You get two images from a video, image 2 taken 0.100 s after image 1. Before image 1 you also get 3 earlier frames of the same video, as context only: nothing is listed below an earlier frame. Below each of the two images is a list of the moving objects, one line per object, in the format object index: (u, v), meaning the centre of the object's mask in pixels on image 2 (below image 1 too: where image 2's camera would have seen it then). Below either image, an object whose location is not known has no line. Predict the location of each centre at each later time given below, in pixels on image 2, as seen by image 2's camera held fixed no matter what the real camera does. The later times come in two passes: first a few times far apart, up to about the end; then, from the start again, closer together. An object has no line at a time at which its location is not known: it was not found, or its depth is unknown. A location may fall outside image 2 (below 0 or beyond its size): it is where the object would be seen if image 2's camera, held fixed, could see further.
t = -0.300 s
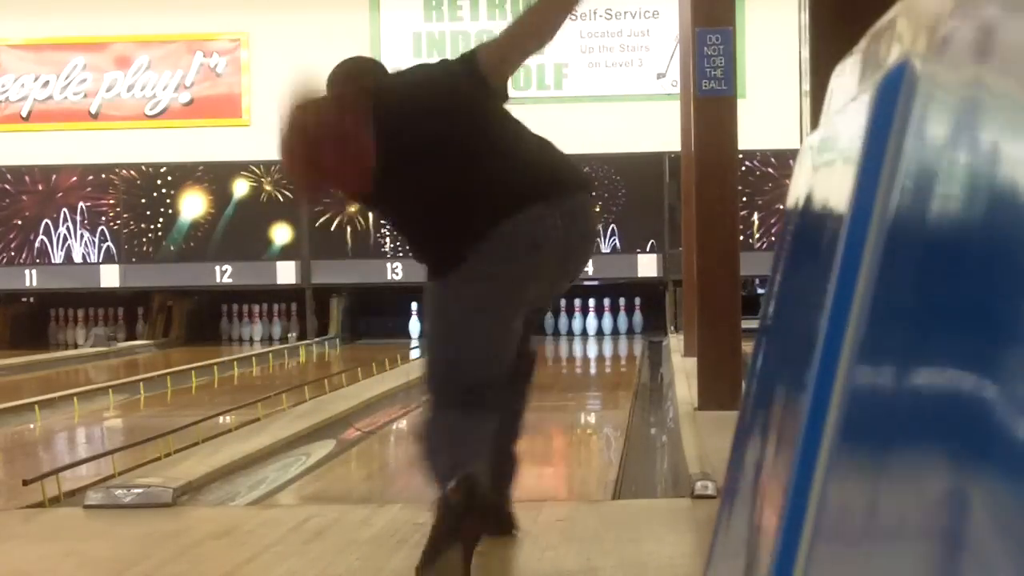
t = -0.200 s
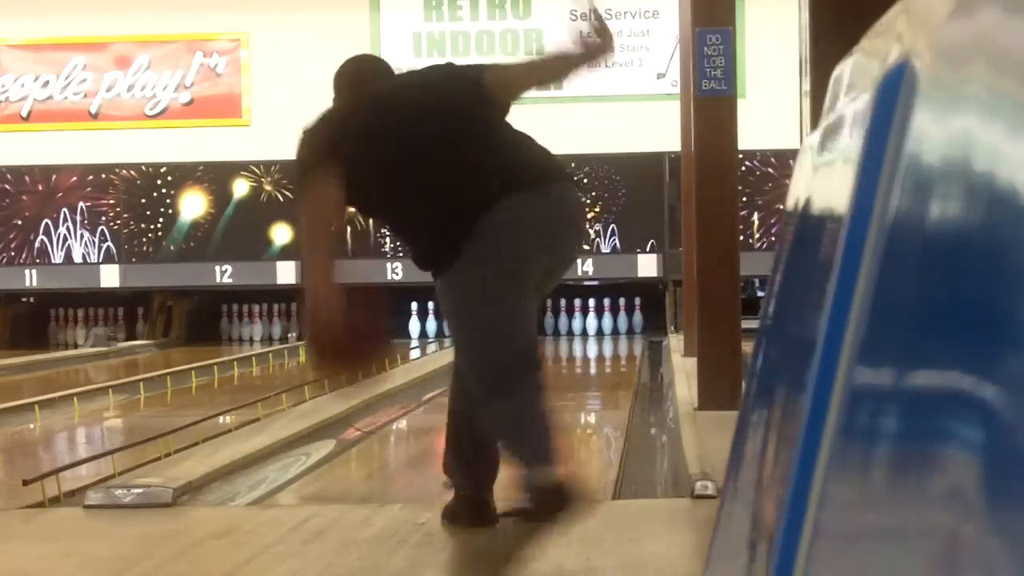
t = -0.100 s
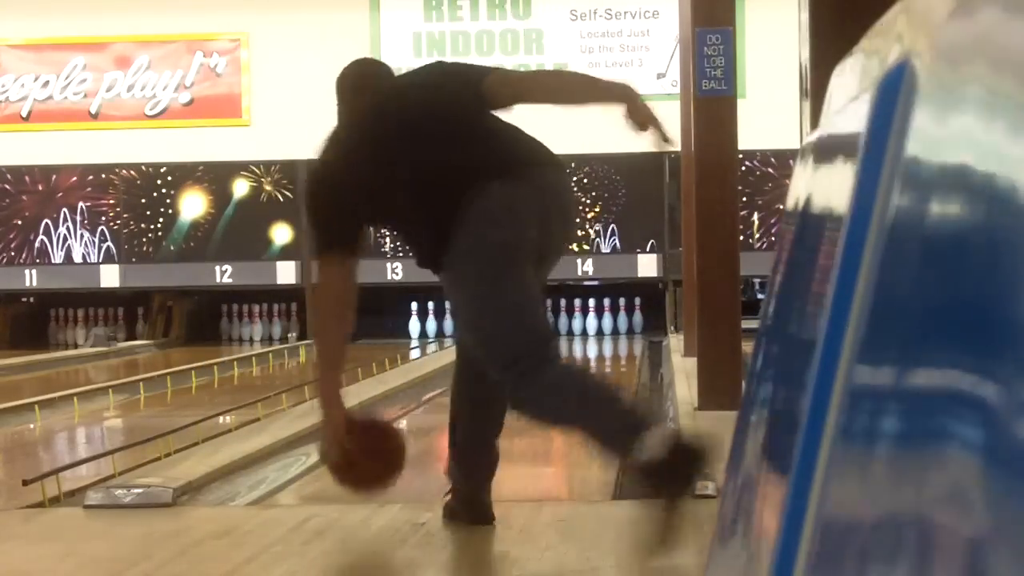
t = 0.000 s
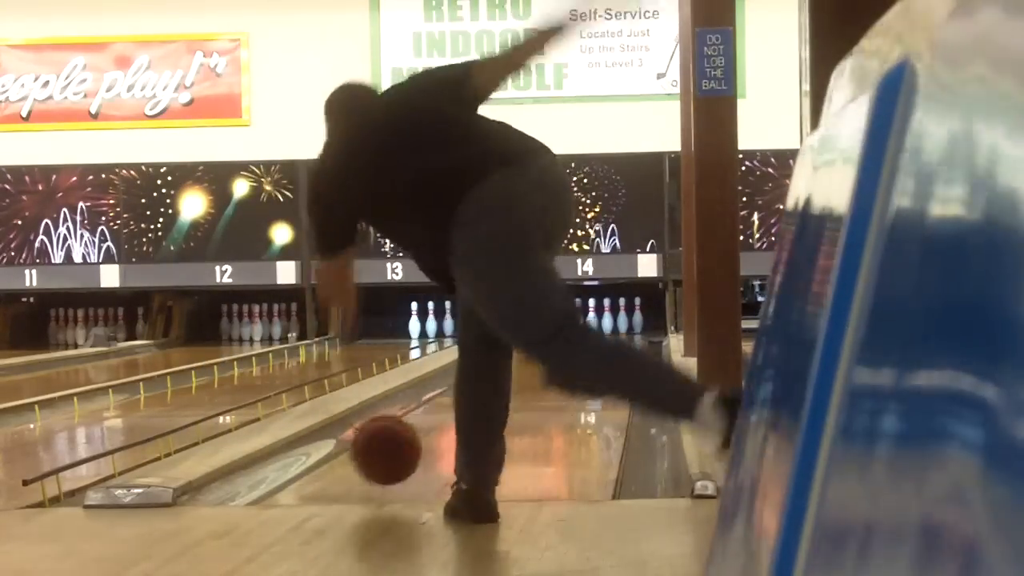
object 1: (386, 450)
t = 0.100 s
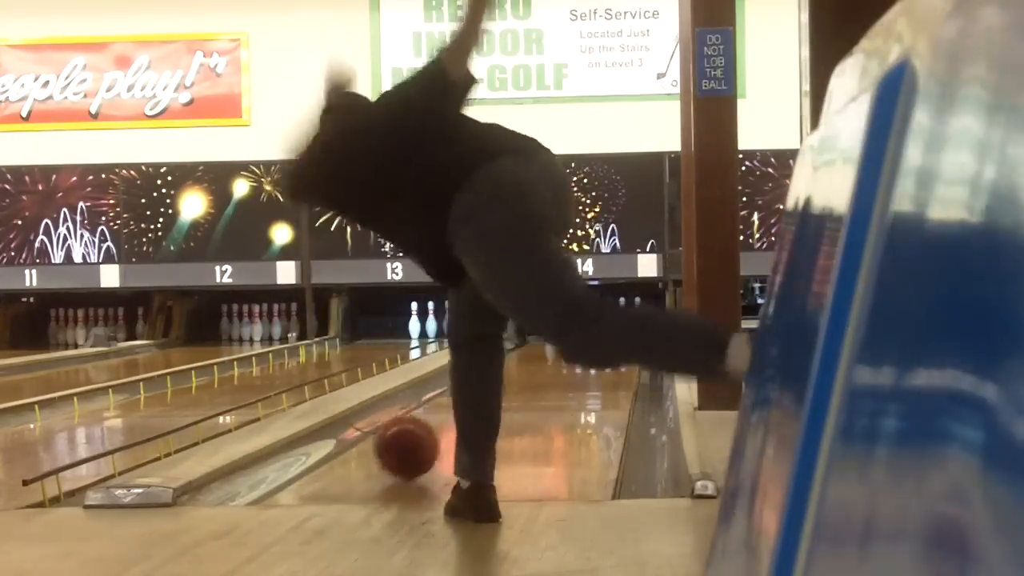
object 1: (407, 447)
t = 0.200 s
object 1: (423, 432)
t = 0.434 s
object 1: (440, 403)
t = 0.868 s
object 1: (499, 368)
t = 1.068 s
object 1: (509, 360)
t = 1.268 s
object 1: (522, 352)
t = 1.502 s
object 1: (536, 344)
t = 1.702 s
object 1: (549, 338)
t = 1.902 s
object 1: (563, 333)
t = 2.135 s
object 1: (578, 330)
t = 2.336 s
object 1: (591, 326)
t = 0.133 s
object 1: (412, 441)
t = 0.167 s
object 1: (418, 436)
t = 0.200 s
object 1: (423, 432)
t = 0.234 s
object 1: (426, 426)
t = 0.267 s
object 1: (428, 422)
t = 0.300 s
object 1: (431, 418)
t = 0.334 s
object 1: (434, 414)
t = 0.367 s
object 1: (435, 409)
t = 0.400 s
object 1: (438, 405)
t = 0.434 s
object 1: (440, 403)
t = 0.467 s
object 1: (442, 400)
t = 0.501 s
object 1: (444, 397)
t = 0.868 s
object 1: (499, 368)
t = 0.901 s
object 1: (498, 369)
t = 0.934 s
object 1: (500, 367)
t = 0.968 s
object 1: (502, 365)
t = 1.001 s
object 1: (504, 364)
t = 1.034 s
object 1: (507, 362)
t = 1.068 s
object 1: (509, 360)
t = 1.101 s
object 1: (511, 358)
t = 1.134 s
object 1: (514, 357)
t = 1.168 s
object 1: (516, 356)
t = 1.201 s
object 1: (518, 355)
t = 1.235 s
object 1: (520, 353)
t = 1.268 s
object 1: (522, 352)
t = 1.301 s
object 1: (524, 350)
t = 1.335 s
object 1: (526, 349)
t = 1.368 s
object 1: (527, 349)
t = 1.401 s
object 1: (529, 348)
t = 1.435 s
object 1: (531, 347)
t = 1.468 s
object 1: (534, 345)
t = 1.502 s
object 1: (536, 344)
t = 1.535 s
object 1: (538, 343)
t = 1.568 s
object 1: (540, 342)
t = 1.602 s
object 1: (542, 342)
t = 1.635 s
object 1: (544, 340)
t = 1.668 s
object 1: (547, 340)
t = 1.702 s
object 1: (549, 338)
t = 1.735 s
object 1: (551, 337)
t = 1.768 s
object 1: (552, 337)
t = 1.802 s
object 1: (556, 336)
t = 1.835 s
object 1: (558, 335)
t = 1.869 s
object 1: (560, 334)
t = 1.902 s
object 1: (563, 333)
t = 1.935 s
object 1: (565, 333)
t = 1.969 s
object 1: (567, 332)
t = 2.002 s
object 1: (569, 331)
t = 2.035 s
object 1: (572, 331)
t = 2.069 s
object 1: (573, 331)
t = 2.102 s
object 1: (575, 331)
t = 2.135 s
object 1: (578, 330)
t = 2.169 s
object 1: (581, 329)
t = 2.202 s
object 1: (583, 329)
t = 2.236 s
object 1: (587, 327)
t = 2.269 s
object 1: (589, 327)
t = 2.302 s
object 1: (590, 326)
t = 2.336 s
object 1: (591, 326)
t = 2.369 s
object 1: (592, 324)
